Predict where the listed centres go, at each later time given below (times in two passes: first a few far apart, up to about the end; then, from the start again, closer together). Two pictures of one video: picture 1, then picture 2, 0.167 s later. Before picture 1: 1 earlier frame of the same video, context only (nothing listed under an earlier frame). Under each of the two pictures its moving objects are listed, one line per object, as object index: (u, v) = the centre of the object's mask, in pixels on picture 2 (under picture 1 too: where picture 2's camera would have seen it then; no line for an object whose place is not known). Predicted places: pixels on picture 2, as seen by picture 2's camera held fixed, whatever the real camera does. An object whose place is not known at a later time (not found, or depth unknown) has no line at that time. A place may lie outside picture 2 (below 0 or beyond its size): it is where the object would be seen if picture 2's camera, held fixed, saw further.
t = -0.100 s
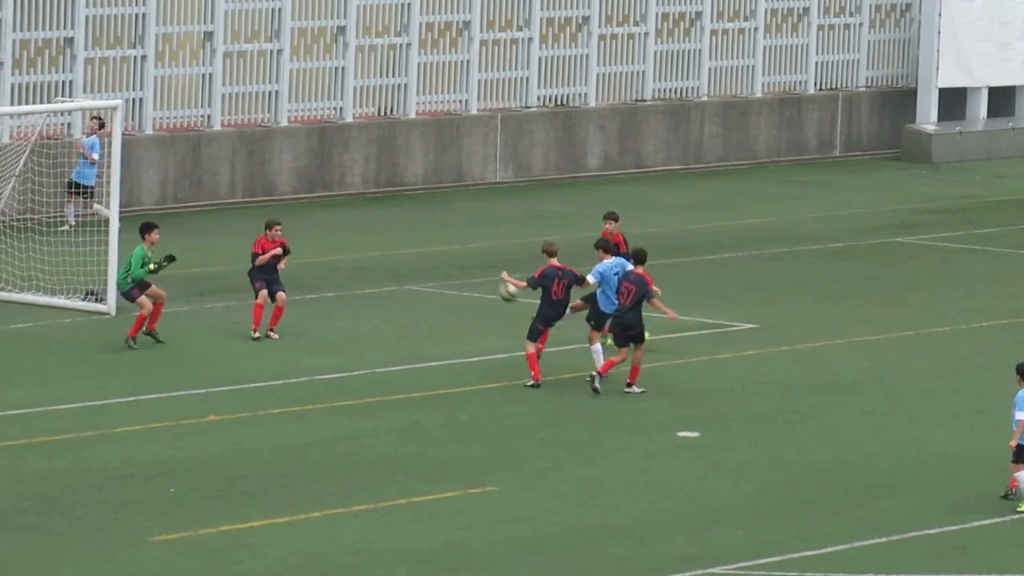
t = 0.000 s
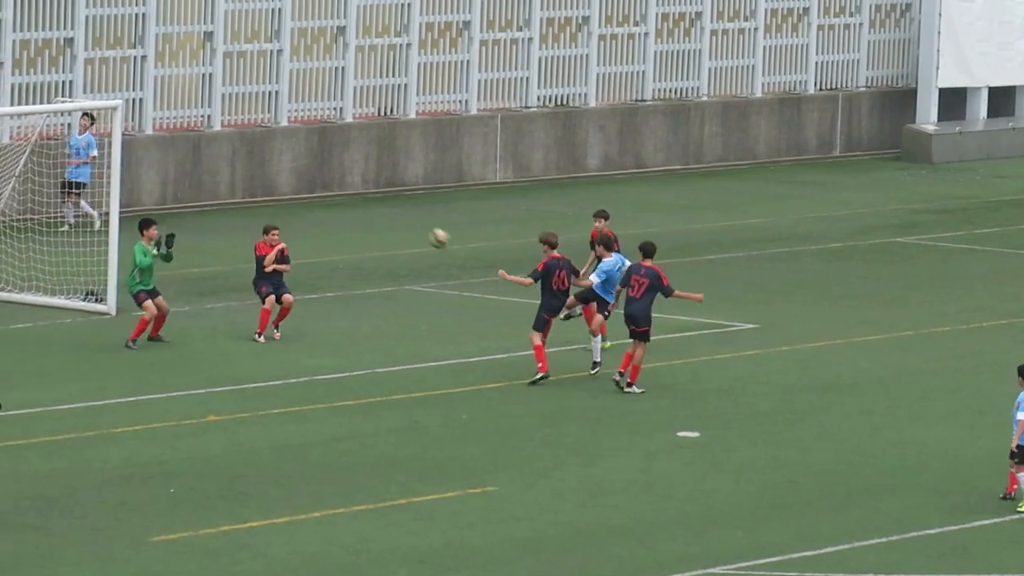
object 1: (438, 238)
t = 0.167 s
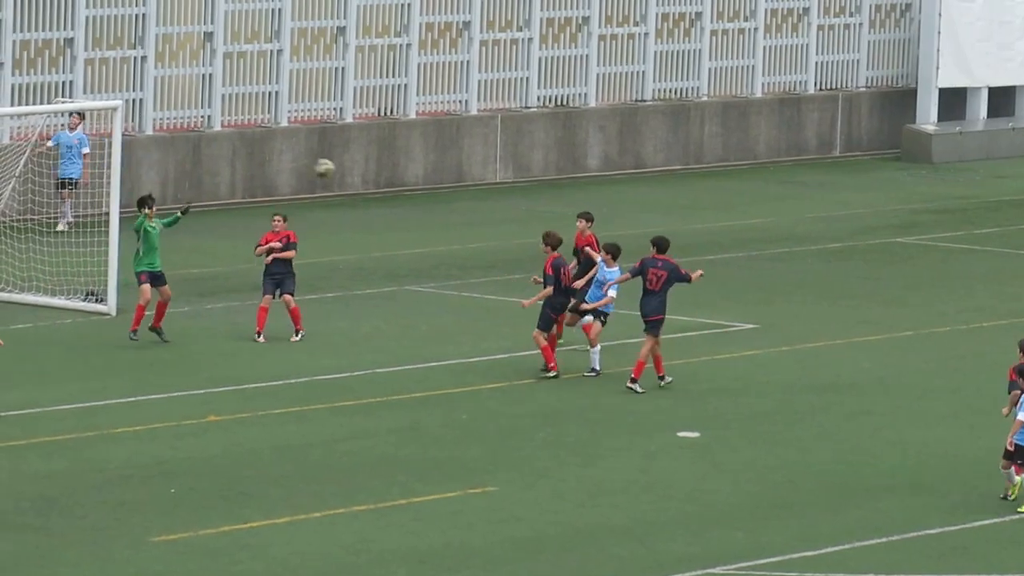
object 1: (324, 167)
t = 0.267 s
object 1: (257, 137)
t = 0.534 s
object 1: (77, 97)
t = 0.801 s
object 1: (-105, 112)
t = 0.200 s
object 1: (302, 157)
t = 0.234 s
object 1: (279, 147)
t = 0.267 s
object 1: (257, 137)
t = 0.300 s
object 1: (235, 130)
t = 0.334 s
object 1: (211, 123)
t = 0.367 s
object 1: (189, 117)
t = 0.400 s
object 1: (166, 109)
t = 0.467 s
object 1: (122, 101)
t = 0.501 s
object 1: (99, 98)
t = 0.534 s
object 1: (77, 97)
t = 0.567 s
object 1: (55, 95)
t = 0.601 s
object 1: (32, 94)
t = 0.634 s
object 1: (9, 96)
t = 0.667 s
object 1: (-13, 97)
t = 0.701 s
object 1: (-36, 100)
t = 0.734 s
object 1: (-58, 103)
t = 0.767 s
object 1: (-81, 107)
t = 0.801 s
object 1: (-105, 112)
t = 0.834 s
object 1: (-128, 119)
